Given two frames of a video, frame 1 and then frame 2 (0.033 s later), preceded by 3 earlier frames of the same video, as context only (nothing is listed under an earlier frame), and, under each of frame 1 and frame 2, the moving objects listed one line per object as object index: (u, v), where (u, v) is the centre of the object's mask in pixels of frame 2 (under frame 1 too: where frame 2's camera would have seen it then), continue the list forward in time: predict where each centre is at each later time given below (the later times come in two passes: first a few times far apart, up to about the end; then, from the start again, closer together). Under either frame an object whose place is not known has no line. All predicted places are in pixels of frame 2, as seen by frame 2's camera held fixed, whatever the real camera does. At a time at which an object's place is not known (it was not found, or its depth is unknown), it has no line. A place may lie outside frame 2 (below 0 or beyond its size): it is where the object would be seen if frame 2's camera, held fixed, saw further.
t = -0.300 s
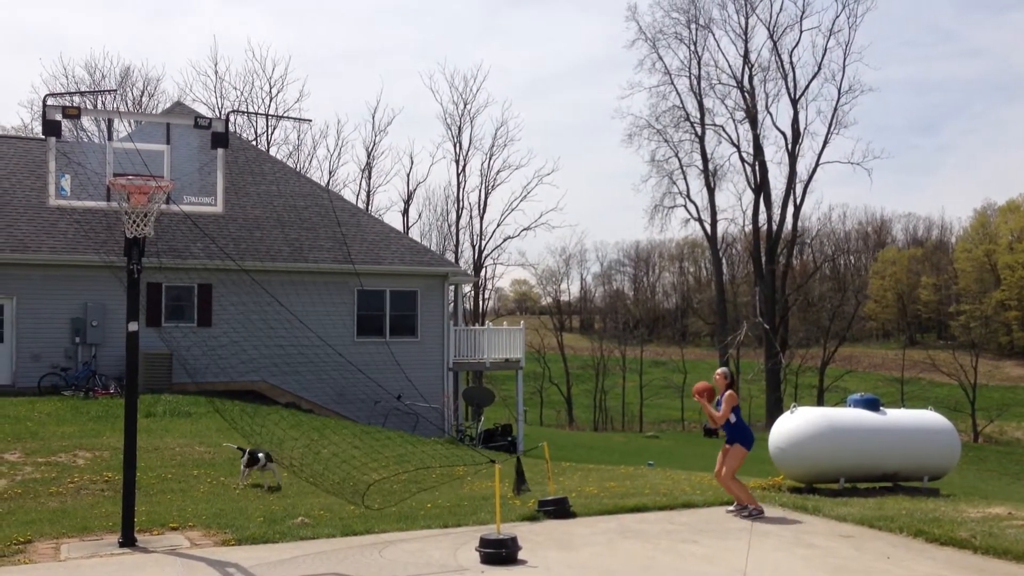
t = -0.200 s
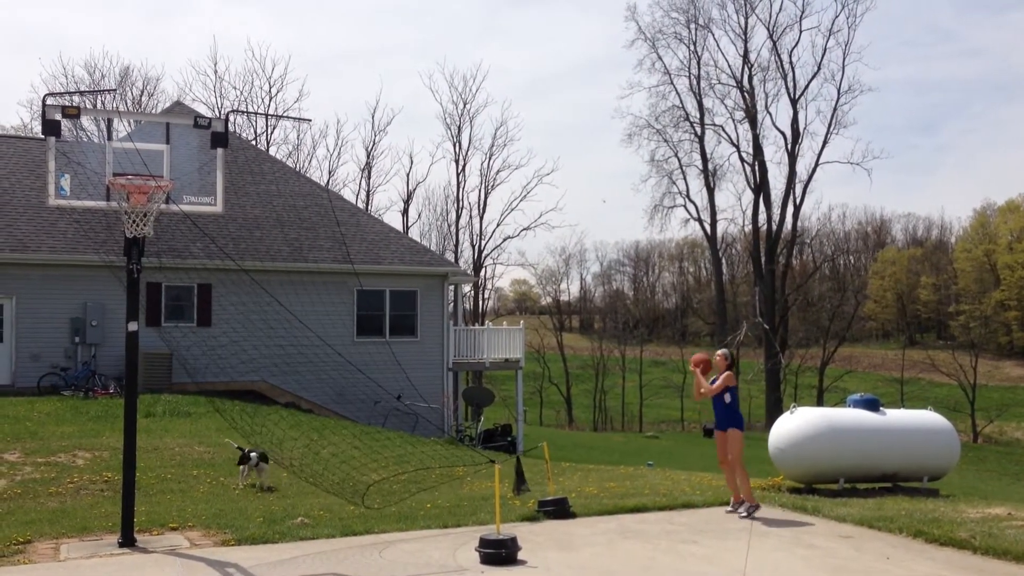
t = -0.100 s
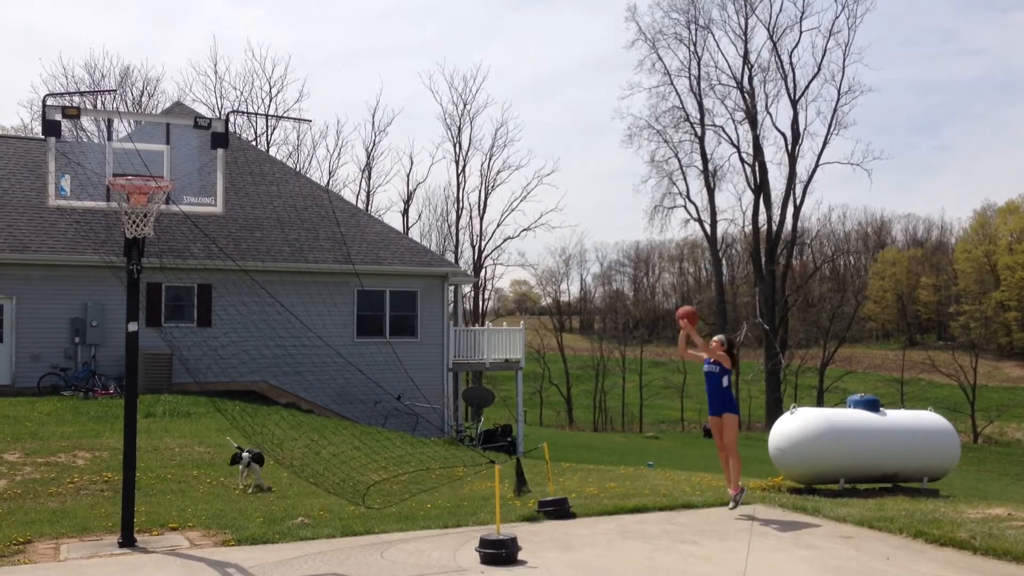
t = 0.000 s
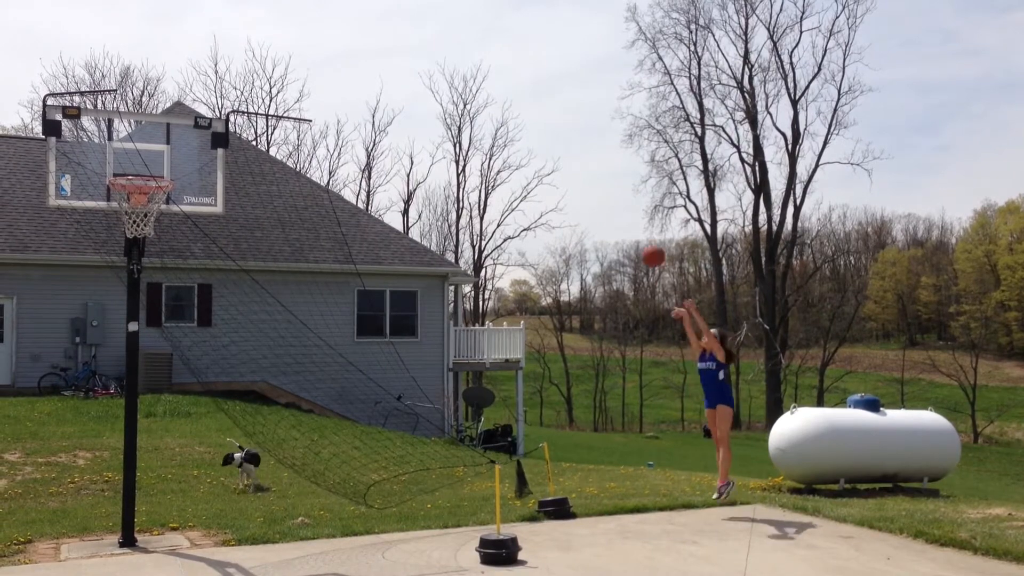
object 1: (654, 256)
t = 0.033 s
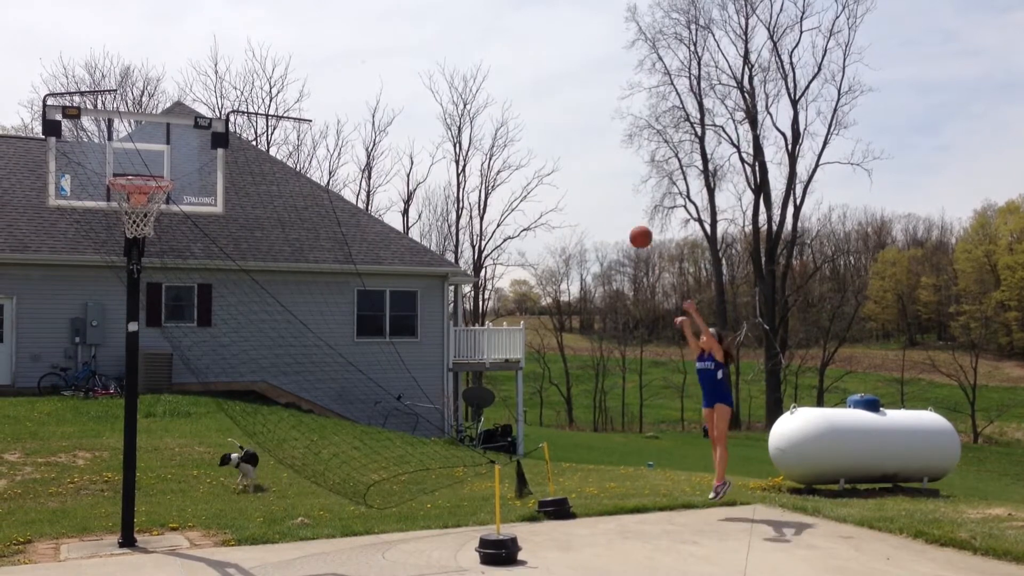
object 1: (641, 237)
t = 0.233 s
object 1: (563, 141)
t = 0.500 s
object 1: (452, 65)
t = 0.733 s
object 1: (346, 54)
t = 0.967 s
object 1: (230, 105)
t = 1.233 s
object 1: (119, 215)
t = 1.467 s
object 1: (138, 240)
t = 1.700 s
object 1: (161, 323)
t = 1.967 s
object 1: (198, 441)
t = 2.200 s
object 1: (279, 482)
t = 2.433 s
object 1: (370, 527)
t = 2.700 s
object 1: (471, 525)
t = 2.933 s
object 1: (555, 520)
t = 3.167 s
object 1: (636, 519)
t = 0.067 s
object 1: (628, 219)
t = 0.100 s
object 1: (615, 201)
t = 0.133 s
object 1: (602, 185)
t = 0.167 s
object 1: (589, 170)
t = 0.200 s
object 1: (576, 155)
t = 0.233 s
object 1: (563, 141)
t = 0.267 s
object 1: (549, 128)
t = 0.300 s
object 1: (536, 117)
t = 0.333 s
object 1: (522, 106)
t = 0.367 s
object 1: (508, 96)
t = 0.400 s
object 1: (495, 87)
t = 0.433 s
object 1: (480, 78)
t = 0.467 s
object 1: (466, 71)
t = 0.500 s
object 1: (452, 65)
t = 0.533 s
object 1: (437, 60)
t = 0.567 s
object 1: (422, 56)
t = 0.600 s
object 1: (407, 53)
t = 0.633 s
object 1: (392, 52)
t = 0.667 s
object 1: (377, 51)
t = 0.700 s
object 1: (362, 51)
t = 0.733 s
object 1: (346, 54)
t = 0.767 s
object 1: (330, 57)
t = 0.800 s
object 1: (314, 61)
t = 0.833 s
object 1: (298, 67)
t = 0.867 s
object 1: (281, 75)
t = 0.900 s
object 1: (265, 83)
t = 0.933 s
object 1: (247, 93)
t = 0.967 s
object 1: (230, 105)
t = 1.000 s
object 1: (212, 118)
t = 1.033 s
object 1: (194, 132)
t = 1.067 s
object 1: (176, 148)
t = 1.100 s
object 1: (157, 165)
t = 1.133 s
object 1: (139, 186)
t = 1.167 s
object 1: (126, 202)
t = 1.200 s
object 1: (119, 207)
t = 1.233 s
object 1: (119, 215)
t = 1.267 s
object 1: (121, 213)
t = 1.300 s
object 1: (120, 221)
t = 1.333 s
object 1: (122, 223)
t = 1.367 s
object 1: (123, 226)
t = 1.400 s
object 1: (128, 231)
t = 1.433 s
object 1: (134, 235)
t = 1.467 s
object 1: (138, 240)
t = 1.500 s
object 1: (141, 247)
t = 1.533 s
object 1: (145, 257)
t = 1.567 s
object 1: (148, 268)
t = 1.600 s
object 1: (151, 280)
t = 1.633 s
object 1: (154, 294)
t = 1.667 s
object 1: (158, 308)
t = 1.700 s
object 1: (161, 323)
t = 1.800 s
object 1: (171, 376)
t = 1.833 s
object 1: (175, 393)
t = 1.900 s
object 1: (185, 422)
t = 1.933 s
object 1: (191, 432)
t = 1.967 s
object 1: (198, 441)
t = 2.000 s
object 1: (206, 448)
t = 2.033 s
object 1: (216, 455)
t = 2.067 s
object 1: (227, 461)
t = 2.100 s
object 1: (240, 466)
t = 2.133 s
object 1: (252, 471)
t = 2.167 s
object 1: (266, 476)
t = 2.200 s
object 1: (279, 482)
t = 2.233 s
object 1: (292, 488)
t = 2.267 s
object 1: (306, 493)
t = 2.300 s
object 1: (319, 500)
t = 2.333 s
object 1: (332, 507)
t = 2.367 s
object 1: (345, 514)
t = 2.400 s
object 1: (357, 521)
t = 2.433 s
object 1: (370, 527)
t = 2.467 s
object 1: (383, 531)
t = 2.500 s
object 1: (396, 529)
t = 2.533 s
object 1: (409, 526)
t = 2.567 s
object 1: (421, 525)
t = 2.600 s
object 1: (433, 524)
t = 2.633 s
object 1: (446, 526)
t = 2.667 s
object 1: (458, 528)
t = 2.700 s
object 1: (471, 525)
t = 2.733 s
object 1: (483, 523)
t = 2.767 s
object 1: (495, 522)
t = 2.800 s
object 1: (510, 522)
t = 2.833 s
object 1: (519, 524)
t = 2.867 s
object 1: (531, 522)
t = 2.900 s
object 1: (543, 521)
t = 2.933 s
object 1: (555, 520)
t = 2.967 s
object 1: (567, 522)
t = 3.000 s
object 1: (579, 520)
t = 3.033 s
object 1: (590, 519)
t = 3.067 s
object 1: (601, 519)
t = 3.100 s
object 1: (613, 520)
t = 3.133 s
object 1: (624, 520)
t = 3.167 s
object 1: (636, 519)
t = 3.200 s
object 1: (647, 518)
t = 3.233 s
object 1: (658, 519)
